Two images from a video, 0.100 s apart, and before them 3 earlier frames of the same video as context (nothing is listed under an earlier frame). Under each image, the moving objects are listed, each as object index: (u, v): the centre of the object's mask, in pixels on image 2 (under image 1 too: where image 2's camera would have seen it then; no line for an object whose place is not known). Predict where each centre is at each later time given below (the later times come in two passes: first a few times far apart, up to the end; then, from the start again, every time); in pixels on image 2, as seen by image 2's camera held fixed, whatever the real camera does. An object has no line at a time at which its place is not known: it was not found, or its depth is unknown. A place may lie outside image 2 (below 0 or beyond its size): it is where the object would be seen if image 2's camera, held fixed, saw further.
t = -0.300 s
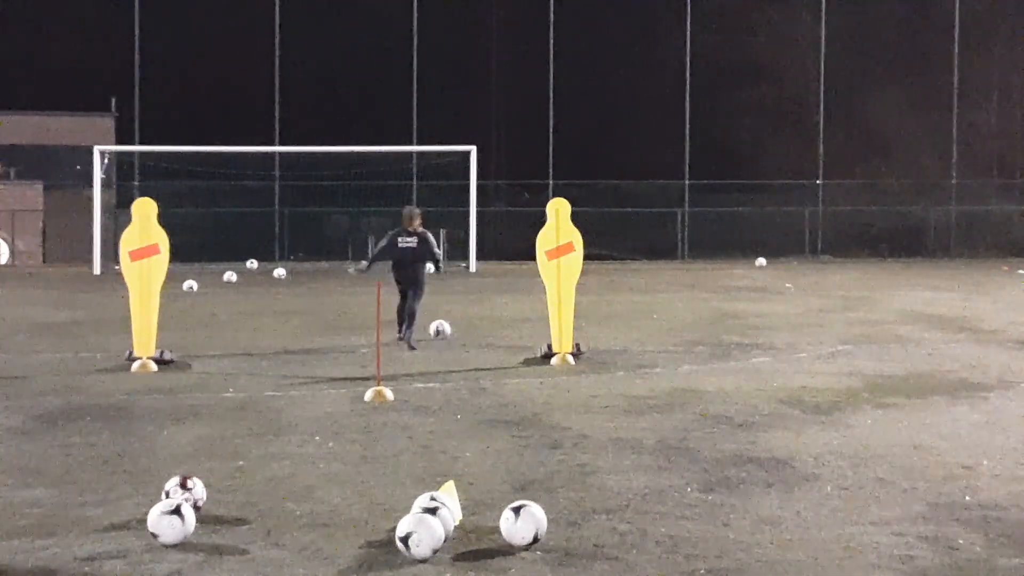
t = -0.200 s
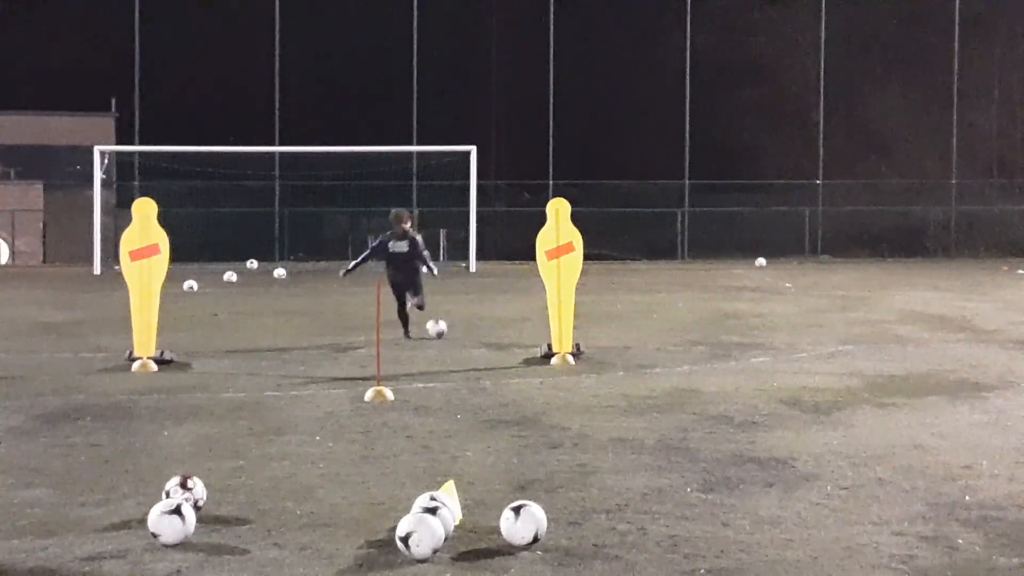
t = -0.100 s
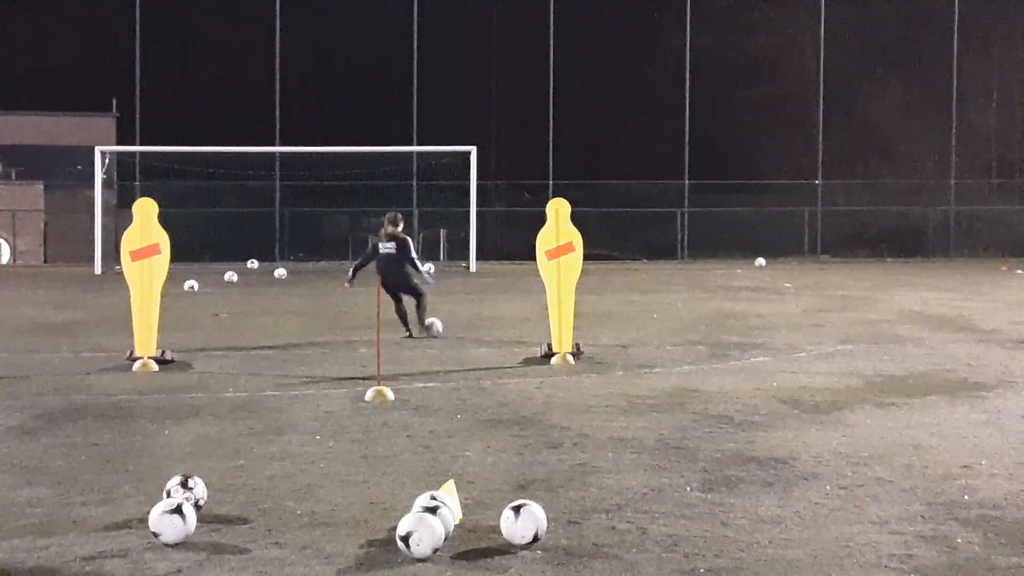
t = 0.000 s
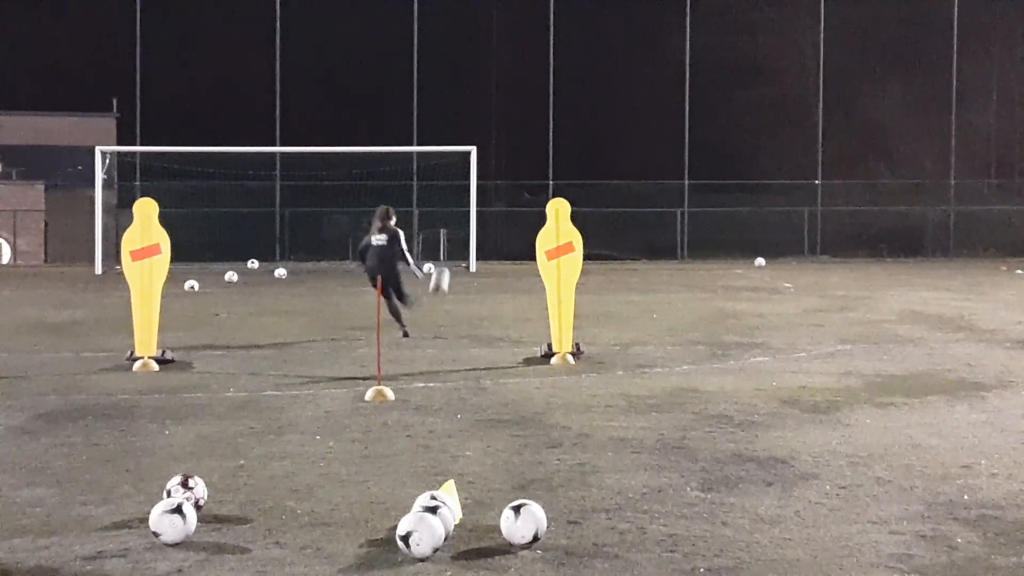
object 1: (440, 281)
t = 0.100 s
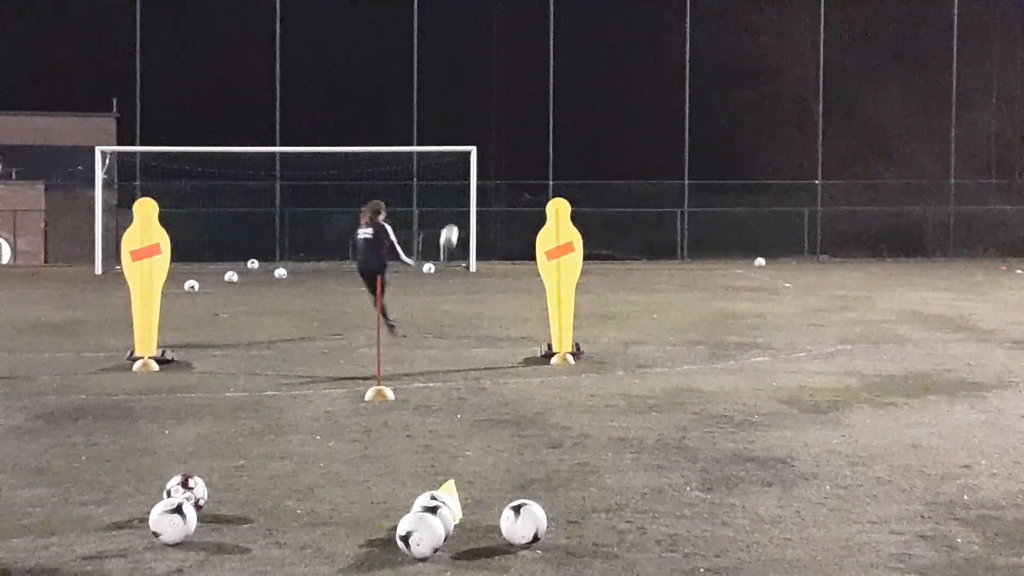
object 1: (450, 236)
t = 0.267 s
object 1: (463, 188)
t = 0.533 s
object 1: (477, 160)
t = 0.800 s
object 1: (487, 172)
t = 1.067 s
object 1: (615, 200)
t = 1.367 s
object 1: (740, 258)
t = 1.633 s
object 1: (799, 224)
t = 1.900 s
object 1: (853, 224)
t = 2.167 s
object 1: (904, 255)
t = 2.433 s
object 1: (956, 241)
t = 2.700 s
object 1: (1005, 252)
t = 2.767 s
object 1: (1018, 252)
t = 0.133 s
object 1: (452, 225)
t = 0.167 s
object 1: (455, 215)
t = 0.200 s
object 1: (458, 204)
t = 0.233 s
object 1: (461, 196)
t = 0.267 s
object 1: (463, 188)
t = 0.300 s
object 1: (465, 181)
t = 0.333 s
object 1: (466, 176)
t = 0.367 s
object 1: (470, 171)
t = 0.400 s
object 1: (472, 168)
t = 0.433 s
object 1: (474, 164)
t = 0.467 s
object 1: (475, 162)
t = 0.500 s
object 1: (476, 161)
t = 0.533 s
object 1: (477, 160)
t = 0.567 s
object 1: (478, 160)
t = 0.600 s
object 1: (479, 160)
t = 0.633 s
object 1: (479, 161)
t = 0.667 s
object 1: (479, 162)
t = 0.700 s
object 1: (479, 164)
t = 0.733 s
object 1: (479, 167)
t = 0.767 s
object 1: (479, 170)
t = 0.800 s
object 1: (487, 172)
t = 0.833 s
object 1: (503, 173)
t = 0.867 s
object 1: (520, 176)
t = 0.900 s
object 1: (537, 178)
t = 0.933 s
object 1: (553, 181)
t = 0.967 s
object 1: (568, 186)
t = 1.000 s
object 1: (584, 189)
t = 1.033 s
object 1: (600, 194)
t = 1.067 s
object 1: (615, 200)
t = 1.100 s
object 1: (630, 205)
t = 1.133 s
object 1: (645, 211)
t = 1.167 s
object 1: (659, 218)
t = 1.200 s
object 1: (674, 224)
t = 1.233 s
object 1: (688, 233)
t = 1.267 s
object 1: (701, 240)
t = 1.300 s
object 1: (715, 248)
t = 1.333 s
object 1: (728, 257)
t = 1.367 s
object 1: (740, 258)
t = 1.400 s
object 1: (747, 253)
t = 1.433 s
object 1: (755, 247)
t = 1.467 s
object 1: (763, 242)
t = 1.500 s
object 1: (769, 237)
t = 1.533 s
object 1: (777, 233)
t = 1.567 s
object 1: (784, 230)
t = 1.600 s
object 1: (792, 227)
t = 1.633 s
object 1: (799, 224)
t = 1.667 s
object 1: (806, 223)
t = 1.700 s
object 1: (812, 221)
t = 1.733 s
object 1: (819, 221)
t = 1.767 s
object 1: (827, 220)
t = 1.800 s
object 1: (833, 220)
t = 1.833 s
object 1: (840, 221)
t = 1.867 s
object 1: (846, 222)
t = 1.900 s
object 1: (853, 224)
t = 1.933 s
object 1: (860, 227)
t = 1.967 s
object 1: (866, 229)
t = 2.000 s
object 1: (872, 232)
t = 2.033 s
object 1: (879, 236)
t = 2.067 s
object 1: (885, 241)
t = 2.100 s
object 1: (891, 245)
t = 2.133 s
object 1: (897, 250)
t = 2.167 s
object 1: (904, 255)
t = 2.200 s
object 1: (910, 257)
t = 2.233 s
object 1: (917, 253)
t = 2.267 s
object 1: (923, 250)
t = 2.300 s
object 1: (930, 247)
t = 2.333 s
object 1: (937, 245)
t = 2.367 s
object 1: (943, 243)
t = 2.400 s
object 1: (950, 242)
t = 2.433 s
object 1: (956, 241)
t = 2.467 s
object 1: (963, 241)
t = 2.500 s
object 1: (969, 241)
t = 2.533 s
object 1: (975, 241)
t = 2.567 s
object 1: (981, 242)
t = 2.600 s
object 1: (988, 244)
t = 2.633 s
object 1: (994, 246)
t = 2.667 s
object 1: (1000, 249)
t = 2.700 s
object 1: (1005, 252)
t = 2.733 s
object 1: (1012, 254)
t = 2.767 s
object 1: (1018, 252)
